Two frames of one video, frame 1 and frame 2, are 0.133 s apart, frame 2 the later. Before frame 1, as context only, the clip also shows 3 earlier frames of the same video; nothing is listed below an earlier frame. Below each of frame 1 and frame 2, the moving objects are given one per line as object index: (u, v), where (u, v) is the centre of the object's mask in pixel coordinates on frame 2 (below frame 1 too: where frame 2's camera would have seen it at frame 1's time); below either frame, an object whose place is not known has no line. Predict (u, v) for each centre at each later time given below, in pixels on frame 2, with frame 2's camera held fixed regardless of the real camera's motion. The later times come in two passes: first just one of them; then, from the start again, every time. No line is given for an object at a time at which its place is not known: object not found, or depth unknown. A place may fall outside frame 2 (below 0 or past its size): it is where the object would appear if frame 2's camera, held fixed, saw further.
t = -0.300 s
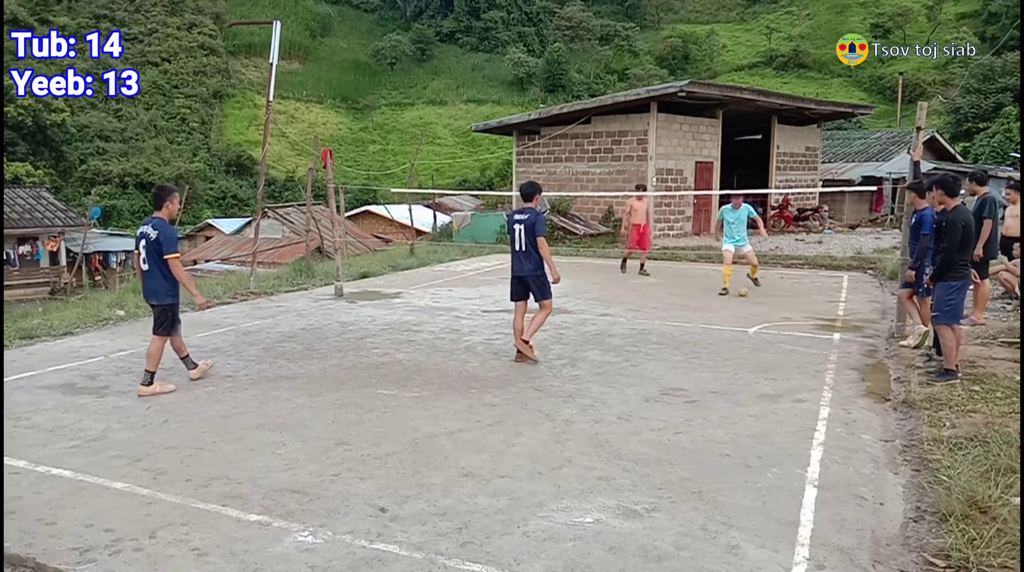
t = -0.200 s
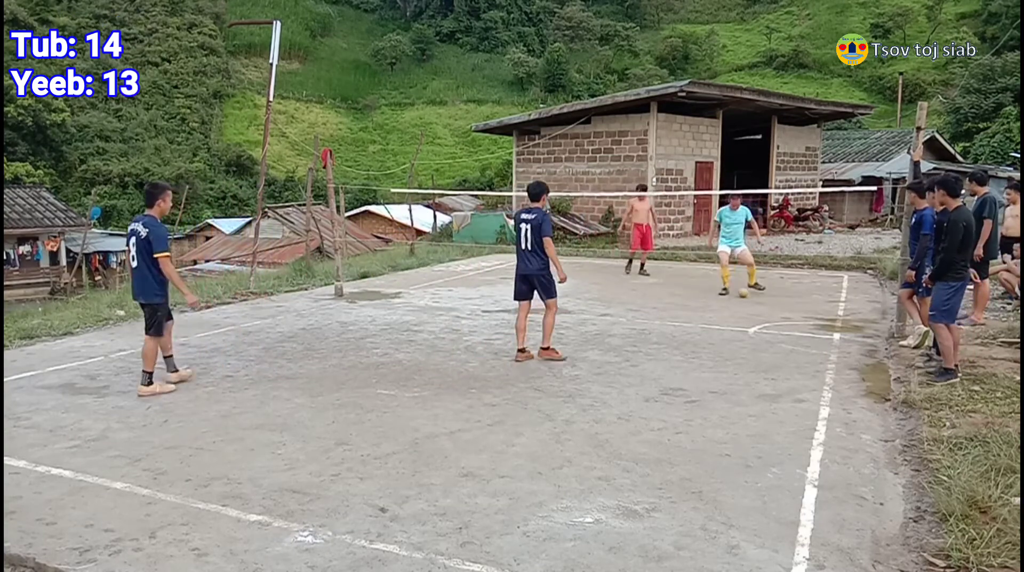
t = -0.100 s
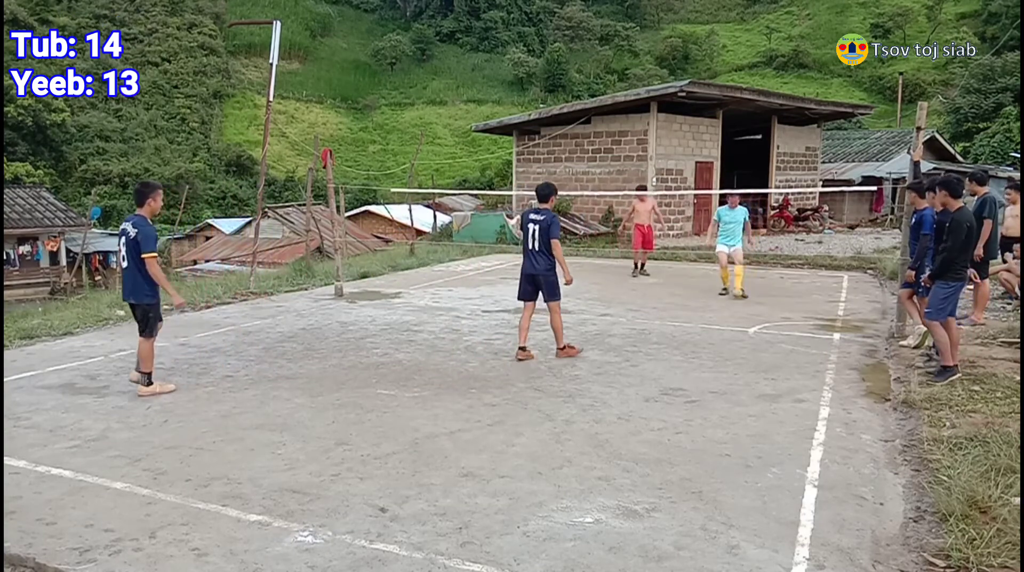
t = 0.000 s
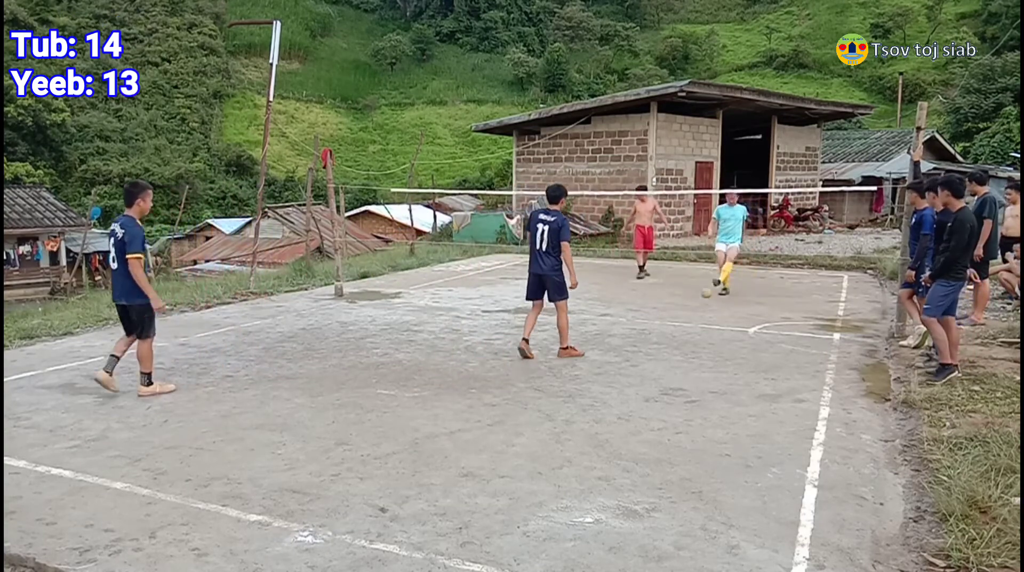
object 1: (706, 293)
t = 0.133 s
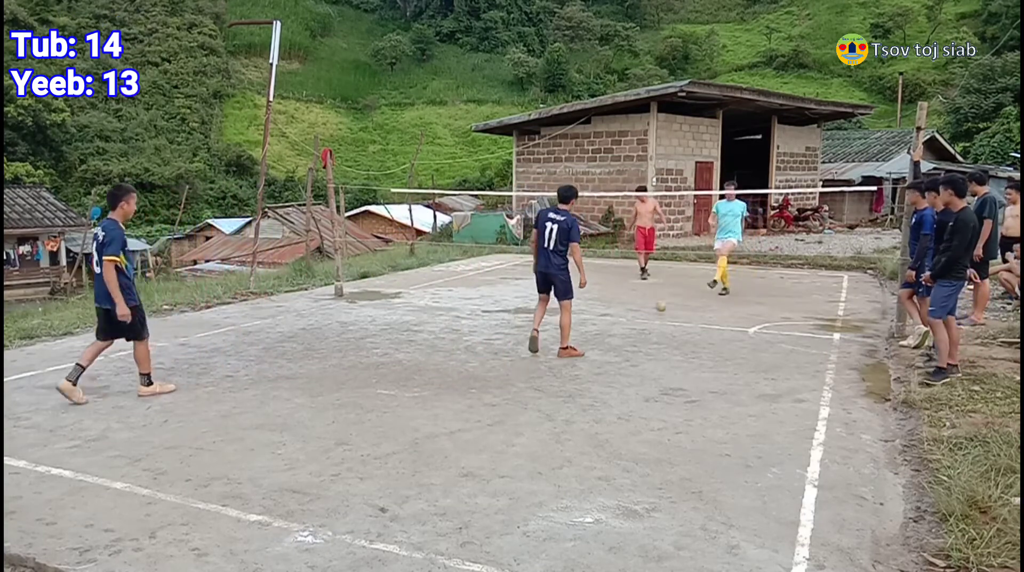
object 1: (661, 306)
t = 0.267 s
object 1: (617, 314)
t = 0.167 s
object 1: (649, 312)
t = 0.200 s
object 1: (638, 312)
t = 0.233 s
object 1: (628, 313)
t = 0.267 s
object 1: (617, 314)
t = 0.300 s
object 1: (607, 318)
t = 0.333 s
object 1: (595, 321)
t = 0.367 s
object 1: (584, 325)
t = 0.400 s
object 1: (575, 328)
